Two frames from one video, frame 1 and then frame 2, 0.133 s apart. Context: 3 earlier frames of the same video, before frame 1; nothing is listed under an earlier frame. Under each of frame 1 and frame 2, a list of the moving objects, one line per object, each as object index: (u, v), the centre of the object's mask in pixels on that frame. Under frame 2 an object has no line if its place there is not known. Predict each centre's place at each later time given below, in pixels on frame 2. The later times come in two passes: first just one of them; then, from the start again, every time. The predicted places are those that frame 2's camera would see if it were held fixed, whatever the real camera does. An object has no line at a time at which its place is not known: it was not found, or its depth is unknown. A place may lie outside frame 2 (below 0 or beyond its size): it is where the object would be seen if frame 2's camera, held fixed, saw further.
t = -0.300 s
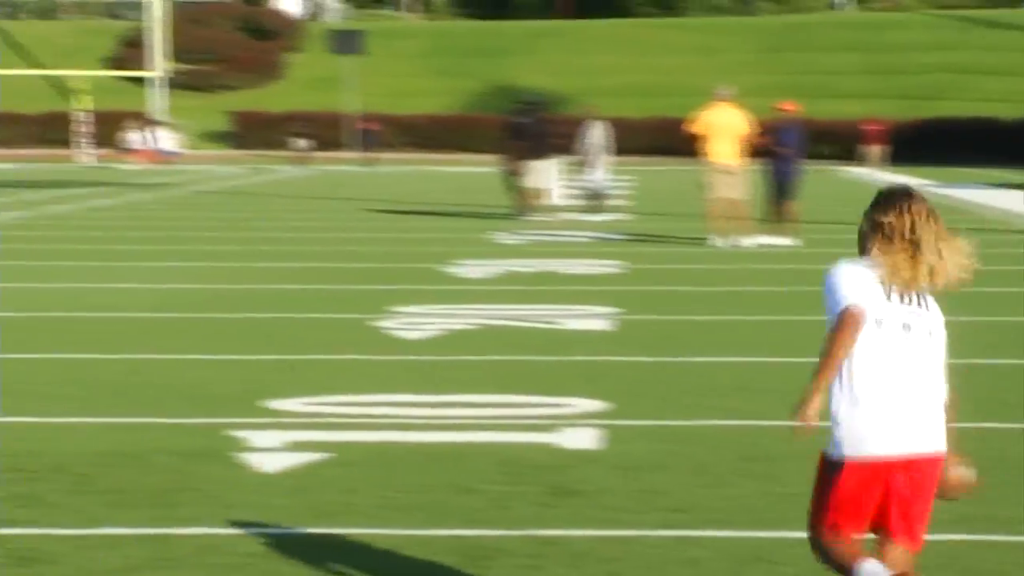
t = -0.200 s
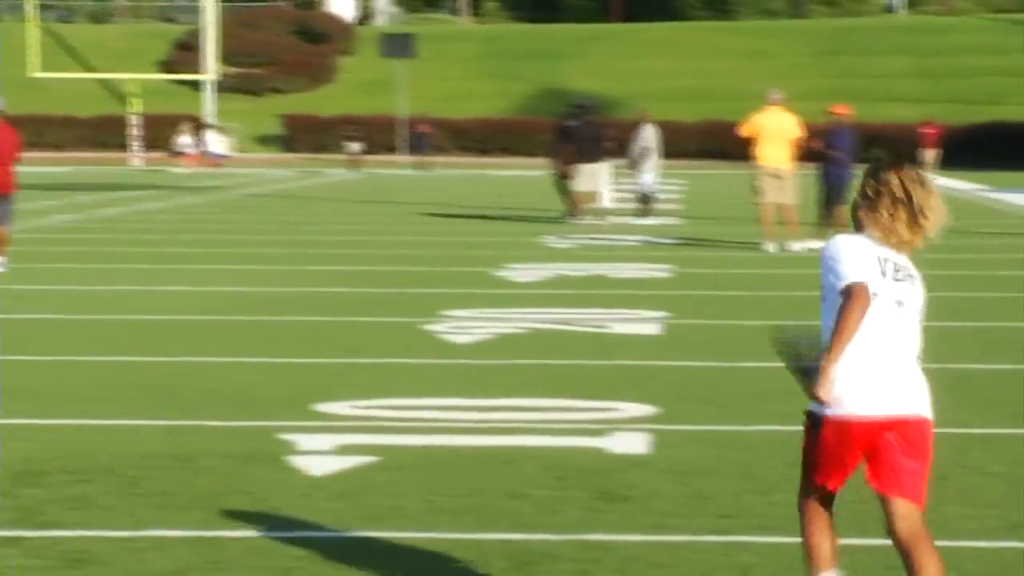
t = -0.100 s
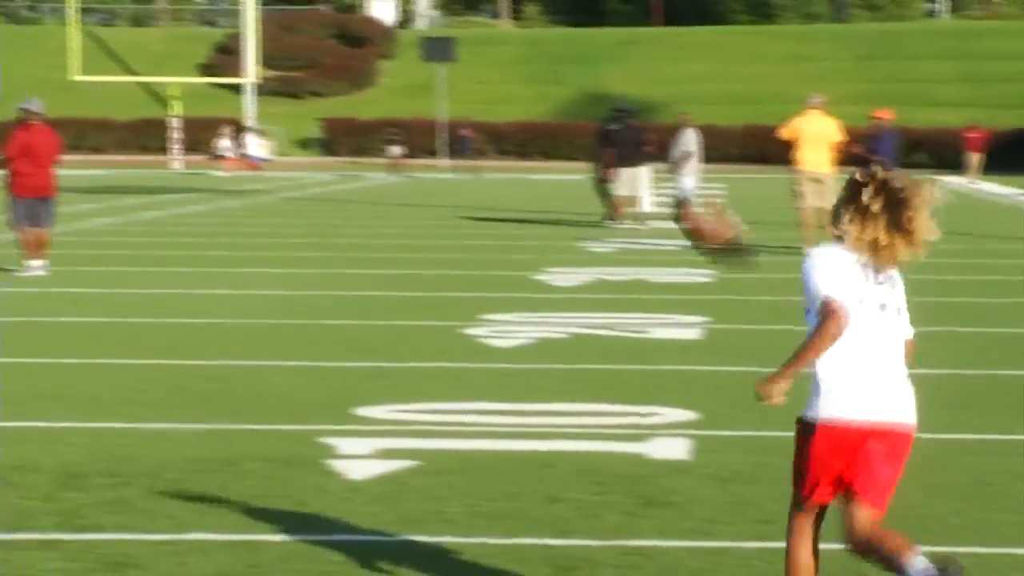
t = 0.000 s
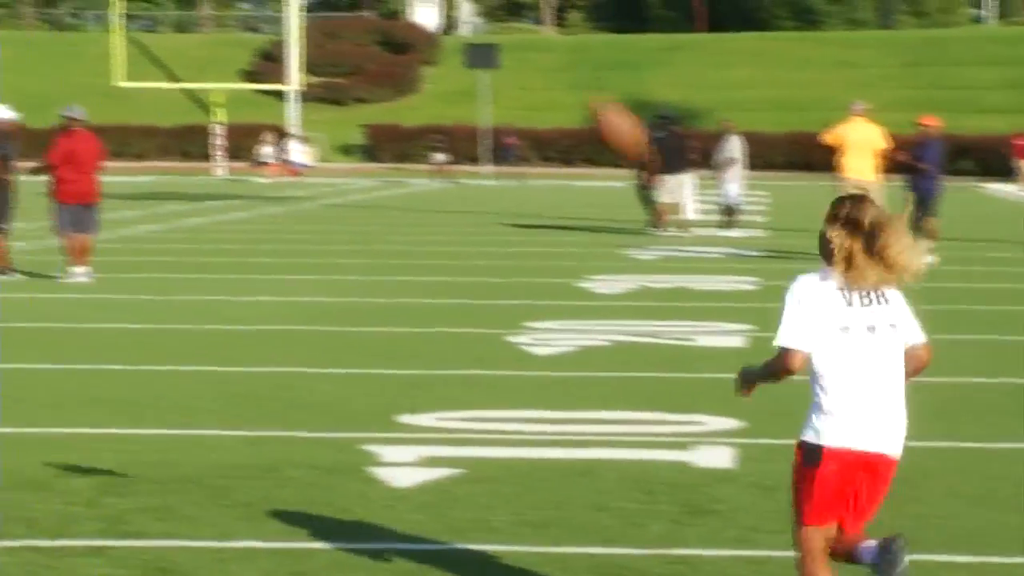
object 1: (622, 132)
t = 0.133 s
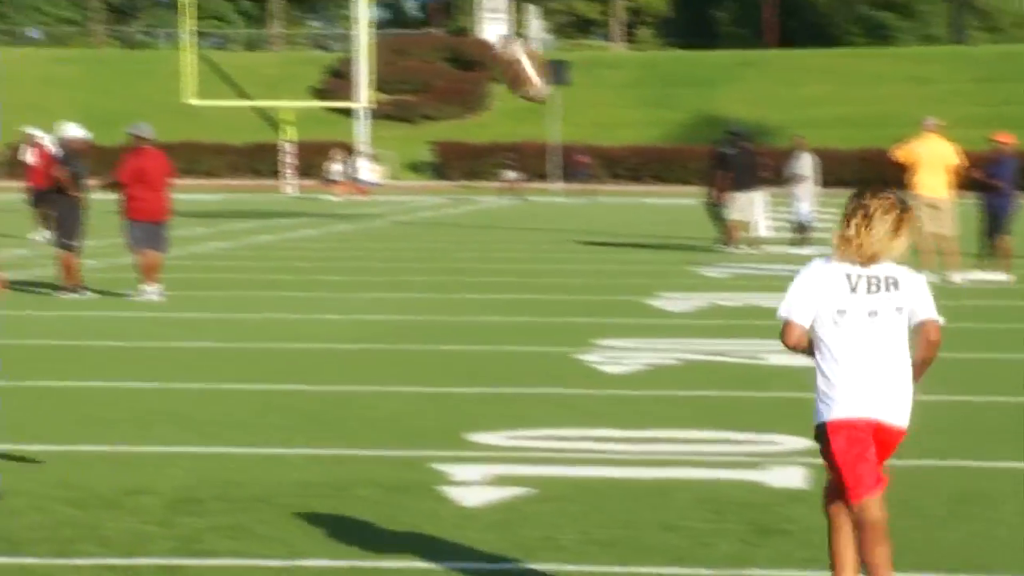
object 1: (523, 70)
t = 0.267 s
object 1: (380, 46)
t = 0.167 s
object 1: (485, 59)
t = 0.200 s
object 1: (452, 48)
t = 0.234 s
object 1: (412, 45)
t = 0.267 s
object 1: (380, 46)
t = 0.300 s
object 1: (337, 43)
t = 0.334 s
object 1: (303, 49)
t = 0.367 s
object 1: (272, 57)
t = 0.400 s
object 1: (241, 67)
